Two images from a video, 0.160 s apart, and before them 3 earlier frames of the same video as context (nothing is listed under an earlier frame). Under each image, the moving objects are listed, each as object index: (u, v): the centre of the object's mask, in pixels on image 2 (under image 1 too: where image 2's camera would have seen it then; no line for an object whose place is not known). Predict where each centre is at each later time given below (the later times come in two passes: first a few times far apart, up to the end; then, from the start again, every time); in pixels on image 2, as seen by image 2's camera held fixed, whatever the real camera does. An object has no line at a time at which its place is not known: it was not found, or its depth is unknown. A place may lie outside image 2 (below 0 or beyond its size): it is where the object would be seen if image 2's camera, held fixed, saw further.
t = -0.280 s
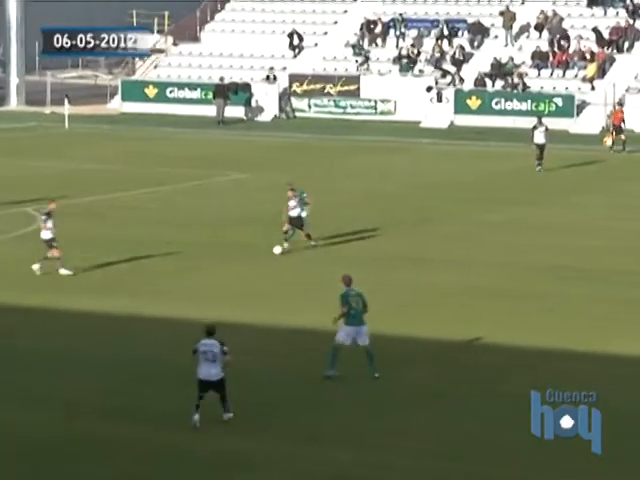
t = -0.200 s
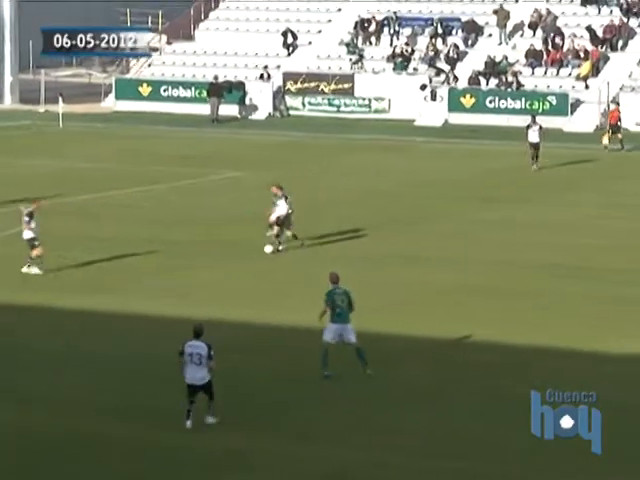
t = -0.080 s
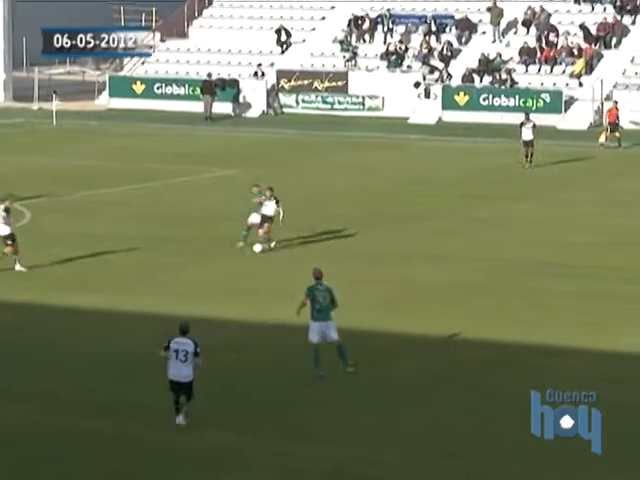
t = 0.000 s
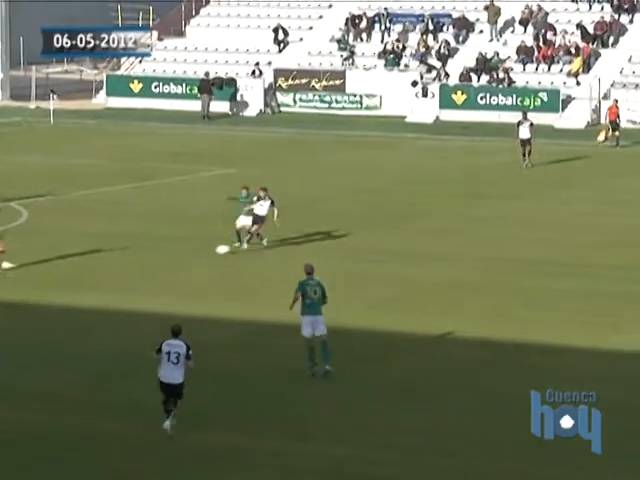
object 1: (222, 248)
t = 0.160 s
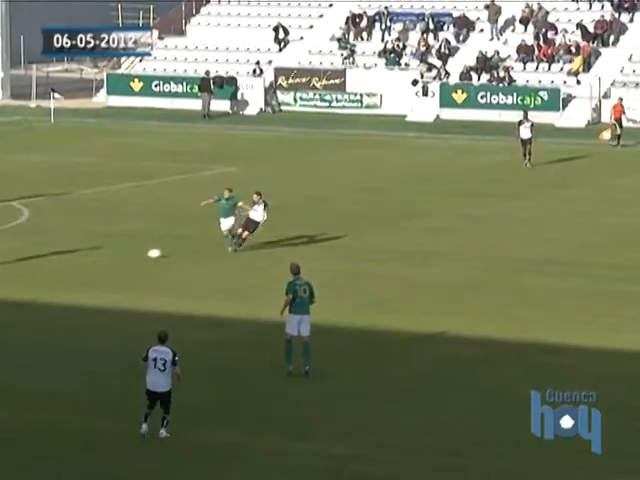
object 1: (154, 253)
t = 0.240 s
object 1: (122, 254)
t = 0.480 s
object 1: (31, 261)
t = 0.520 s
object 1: (16, 263)
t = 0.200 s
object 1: (138, 254)
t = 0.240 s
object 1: (122, 254)
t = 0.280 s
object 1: (106, 256)
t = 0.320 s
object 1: (89, 258)
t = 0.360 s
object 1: (74, 260)
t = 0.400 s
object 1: (60, 260)
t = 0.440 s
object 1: (45, 260)
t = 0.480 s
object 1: (31, 261)
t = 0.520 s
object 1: (16, 263)
